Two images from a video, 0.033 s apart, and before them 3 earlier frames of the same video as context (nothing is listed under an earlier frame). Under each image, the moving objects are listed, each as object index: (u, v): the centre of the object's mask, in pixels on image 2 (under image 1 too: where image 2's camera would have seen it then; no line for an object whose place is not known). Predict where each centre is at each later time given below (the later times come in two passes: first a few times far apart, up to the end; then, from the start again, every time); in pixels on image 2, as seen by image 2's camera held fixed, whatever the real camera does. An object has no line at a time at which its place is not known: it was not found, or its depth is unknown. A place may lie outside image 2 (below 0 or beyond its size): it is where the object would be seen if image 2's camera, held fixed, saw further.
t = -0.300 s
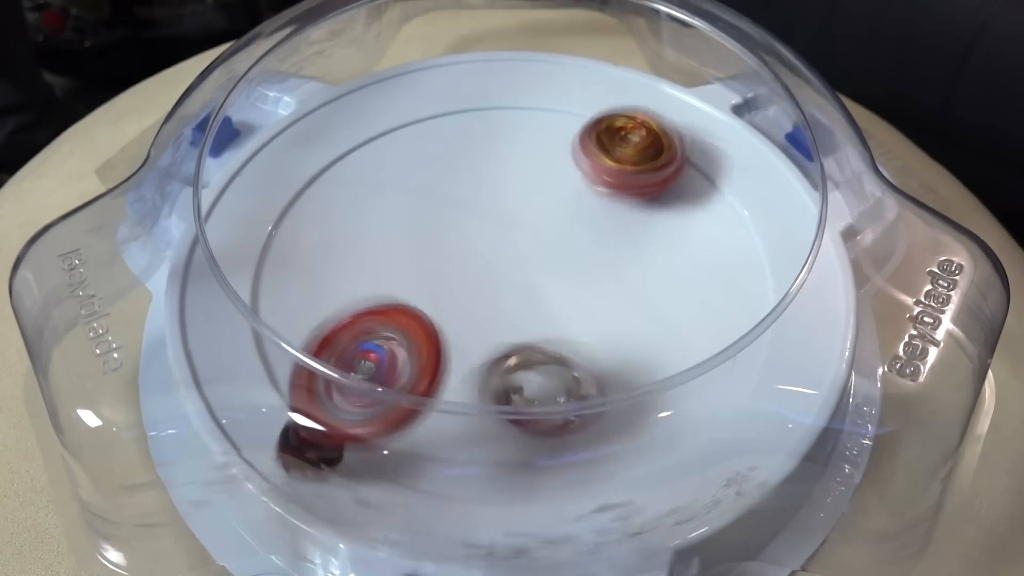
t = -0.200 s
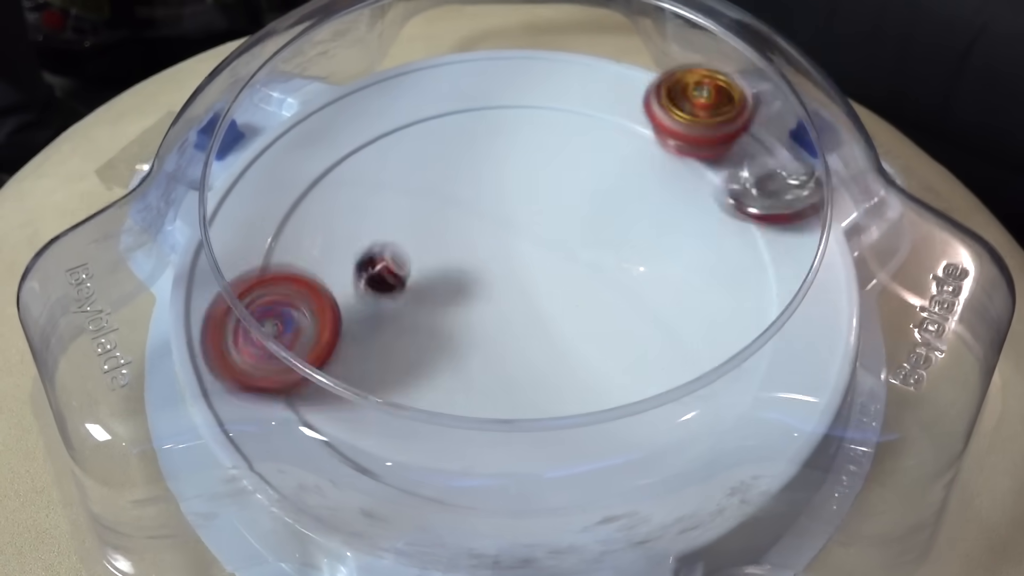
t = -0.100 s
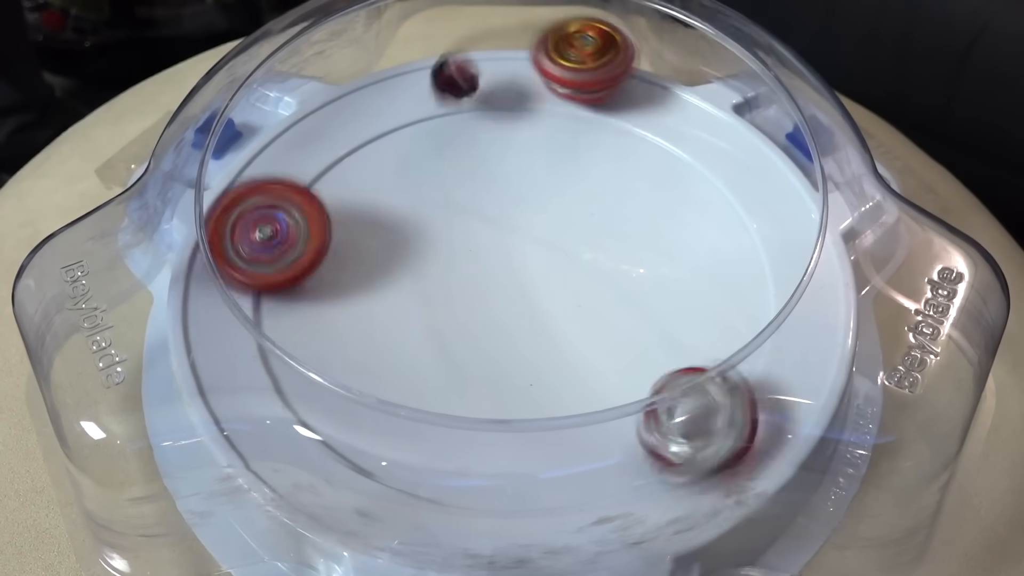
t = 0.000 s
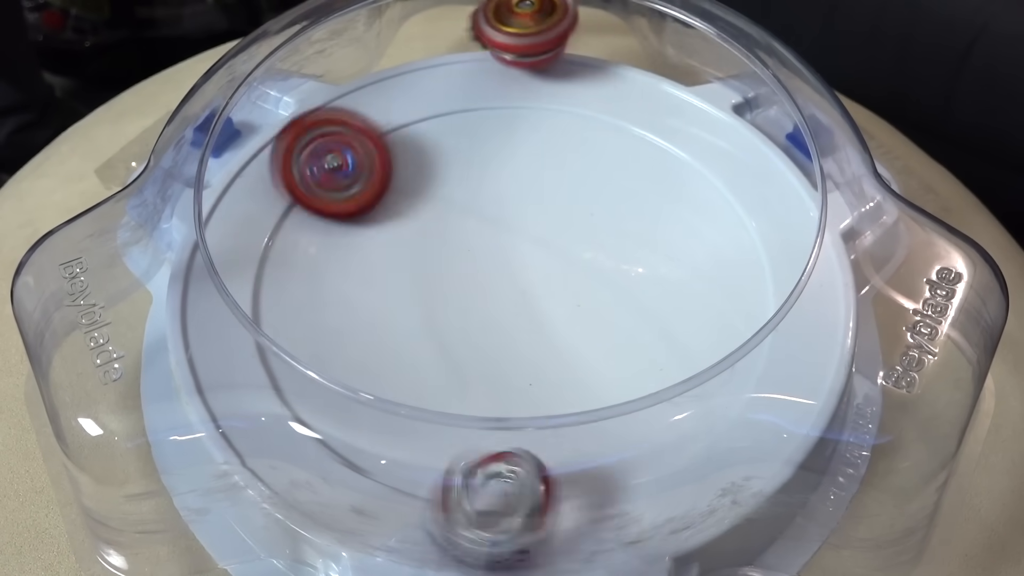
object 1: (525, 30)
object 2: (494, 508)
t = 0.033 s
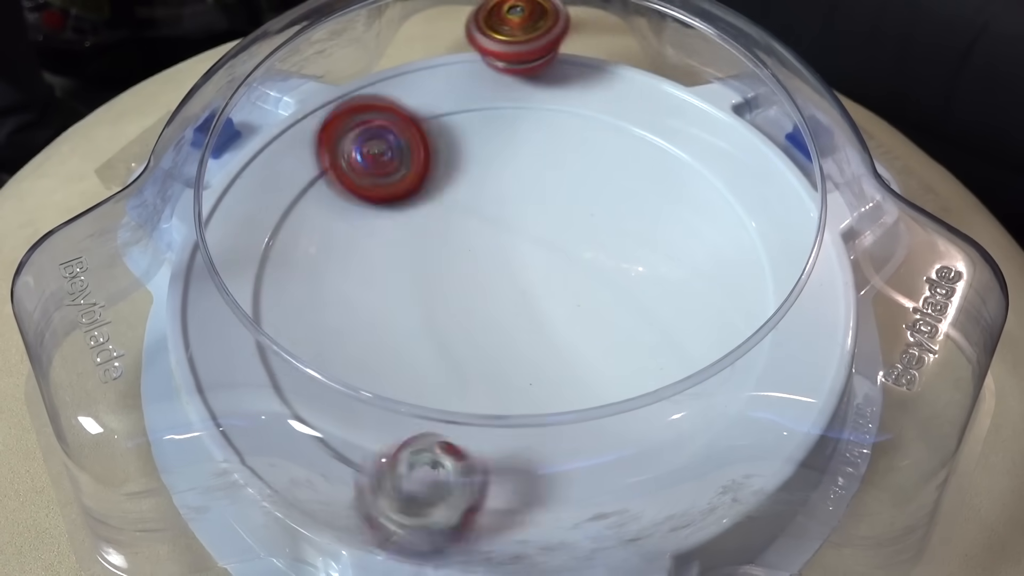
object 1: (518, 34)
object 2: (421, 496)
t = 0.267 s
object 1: (638, 71)
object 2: (285, 232)
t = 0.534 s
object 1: (731, 416)
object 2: (497, 85)
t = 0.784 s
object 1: (213, 321)
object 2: (606, 198)
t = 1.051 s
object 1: (512, 138)
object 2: (602, 237)
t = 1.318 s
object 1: (714, 366)
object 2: (598, 243)
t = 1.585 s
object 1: (291, 255)
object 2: (595, 245)
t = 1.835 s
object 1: (568, 91)
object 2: (594, 246)
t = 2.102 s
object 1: (663, 364)
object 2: (594, 246)
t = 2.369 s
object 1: (261, 252)
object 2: (594, 246)
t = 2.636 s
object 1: (594, 103)
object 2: (593, 246)
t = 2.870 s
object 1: (643, 376)
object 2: (593, 246)
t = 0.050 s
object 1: (515, 37)
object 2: (390, 479)
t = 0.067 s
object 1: (514, 40)
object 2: (359, 470)
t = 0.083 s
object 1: (513, 45)
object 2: (329, 457)
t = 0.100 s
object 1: (515, 46)
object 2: (306, 439)
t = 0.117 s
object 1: (523, 44)
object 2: (288, 418)
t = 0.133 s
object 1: (531, 47)
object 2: (270, 409)
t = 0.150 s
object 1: (541, 49)
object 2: (254, 390)
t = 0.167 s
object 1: (551, 51)
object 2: (255, 361)
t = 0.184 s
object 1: (562, 53)
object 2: (252, 338)
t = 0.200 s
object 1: (574, 55)
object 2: (257, 314)
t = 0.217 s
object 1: (588, 59)
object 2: (267, 289)
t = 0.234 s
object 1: (603, 63)
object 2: (271, 274)
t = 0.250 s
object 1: (620, 66)
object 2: (279, 254)
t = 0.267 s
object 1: (638, 71)
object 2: (285, 232)
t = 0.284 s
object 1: (655, 77)
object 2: (294, 208)
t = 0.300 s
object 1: (674, 88)
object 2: (303, 192)
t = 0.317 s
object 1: (692, 100)
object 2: (311, 177)
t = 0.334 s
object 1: (712, 115)
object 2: (322, 161)
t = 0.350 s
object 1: (731, 132)
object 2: (336, 145)
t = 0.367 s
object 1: (749, 150)
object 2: (348, 133)
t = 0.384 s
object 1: (763, 172)
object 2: (361, 121)
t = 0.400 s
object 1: (772, 195)
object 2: (374, 110)
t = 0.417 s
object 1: (776, 219)
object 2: (387, 100)
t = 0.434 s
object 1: (792, 247)
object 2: (402, 93)
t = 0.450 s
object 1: (795, 275)
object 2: (417, 87)
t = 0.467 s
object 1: (793, 302)
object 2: (434, 84)
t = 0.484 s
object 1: (786, 332)
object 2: (450, 83)
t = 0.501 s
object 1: (773, 361)
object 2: (465, 81)
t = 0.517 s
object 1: (755, 388)
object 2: (481, 82)
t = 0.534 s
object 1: (731, 416)
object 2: (497, 85)
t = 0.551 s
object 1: (704, 444)
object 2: (511, 87)
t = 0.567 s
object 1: (672, 464)
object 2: (524, 91)
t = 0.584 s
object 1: (629, 476)
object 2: (534, 94)
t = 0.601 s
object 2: (545, 98)
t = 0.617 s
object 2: (556, 105)
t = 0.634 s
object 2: (565, 112)
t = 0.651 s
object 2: (573, 122)
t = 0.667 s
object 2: (581, 133)
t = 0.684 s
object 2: (588, 143)
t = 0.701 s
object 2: (593, 154)
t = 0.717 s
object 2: (598, 164)
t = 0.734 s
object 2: (601, 174)
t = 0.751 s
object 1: (250, 387)
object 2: (603, 182)
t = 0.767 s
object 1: (233, 352)
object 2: (605, 191)
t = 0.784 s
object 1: (213, 321)
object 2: (606, 198)
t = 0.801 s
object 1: (197, 291)
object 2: (607, 205)
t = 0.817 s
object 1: (186, 263)
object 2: (609, 212)
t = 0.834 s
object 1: (212, 249)
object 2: (612, 219)
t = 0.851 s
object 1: (249, 236)
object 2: (610, 223)
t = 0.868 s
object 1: (264, 224)
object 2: (608, 226)
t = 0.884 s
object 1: (292, 216)
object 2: (607, 229)
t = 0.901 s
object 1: (317, 201)
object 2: (607, 232)
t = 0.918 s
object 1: (348, 184)
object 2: (606, 233)
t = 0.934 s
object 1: (374, 169)
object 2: (605, 235)
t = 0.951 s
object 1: (391, 160)
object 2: (605, 235)
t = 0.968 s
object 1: (406, 156)
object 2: (605, 235)
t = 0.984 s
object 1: (424, 151)
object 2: (604, 236)
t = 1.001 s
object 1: (443, 147)
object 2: (604, 236)
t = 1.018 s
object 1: (463, 143)
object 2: (603, 236)
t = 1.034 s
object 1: (487, 139)
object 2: (603, 236)
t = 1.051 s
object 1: (512, 138)
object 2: (602, 237)
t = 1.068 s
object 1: (537, 139)
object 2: (602, 237)
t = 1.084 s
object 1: (564, 141)
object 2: (602, 237)
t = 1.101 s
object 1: (590, 146)
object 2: (602, 237)
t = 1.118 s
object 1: (617, 153)
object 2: (601, 238)
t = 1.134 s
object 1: (643, 161)
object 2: (601, 238)
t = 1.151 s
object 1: (668, 172)
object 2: (600, 240)
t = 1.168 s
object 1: (694, 184)
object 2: (599, 242)
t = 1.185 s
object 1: (719, 198)
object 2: (598, 244)
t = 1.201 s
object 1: (741, 213)
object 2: (598, 244)
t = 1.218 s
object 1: (760, 230)
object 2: (597, 244)
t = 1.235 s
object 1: (762, 248)
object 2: (597, 244)
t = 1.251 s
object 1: (753, 268)
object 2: (597, 244)
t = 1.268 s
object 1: (752, 298)
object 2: (597, 244)
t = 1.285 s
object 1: (743, 326)
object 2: (597, 244)
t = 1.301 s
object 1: (731, 347)
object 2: (597, 244)
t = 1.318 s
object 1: (714, 366)
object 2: (598, 243)
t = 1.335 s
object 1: (690, 375)
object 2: (597, 244)
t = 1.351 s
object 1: (662, 390)
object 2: (595, 244)
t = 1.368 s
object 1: (633, 409)
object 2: (595, 245)
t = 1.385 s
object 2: (595, 244)
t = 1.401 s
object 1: (567, 413)
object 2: (595, 245)
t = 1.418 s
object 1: (531, 416)
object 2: (595, 245)
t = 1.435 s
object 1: (495, 414)
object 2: (595, 245)
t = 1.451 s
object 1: (462, 405)
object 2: (595, 245)
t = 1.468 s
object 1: (429, 391)
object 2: (595, 245)
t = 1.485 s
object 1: (399, 376)
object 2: (595, 244)
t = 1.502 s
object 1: (379, 354)
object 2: (595, 245)
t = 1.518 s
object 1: (355, 340)
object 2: (595, 245)
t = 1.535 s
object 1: (332, 321)
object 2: (595, 245)
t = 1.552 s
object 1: (312, 300)
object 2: (595, 245)
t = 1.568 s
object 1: (301, 279)
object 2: (595, 245)
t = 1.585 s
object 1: (291, 255)
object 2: (595, 245)
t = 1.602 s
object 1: (284, 231)
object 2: (595, 245)
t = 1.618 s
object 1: (282, 208)
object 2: (595, 245)
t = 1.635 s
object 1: (284, 185)
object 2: (595, 245)
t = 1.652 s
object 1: (291, 163)
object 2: (595, 245)
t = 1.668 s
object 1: (312, 147)
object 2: (595, 245)
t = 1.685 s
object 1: (335, 135)
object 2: (595, 245)
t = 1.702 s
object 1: (355, 122)
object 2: (595, 245)
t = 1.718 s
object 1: (375, 108)
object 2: (595, 245)
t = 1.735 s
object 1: (402, 100)
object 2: (595, 245)
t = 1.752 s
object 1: (428, 95)
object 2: (595, 245)
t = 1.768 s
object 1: (455, 89)
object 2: (595, 245)
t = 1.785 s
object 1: (481, 83)
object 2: (595, 245)
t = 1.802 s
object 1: (510, 82)
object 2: (595, 245)
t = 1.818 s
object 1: (540, 84)
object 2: (595, 245)
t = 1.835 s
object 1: (568, 91)
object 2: (594, 246)
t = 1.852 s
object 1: (595, 99)
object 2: (594, 245)
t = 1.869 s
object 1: (622, 107)
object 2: (594, 246)
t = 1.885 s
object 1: (646, 117)
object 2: (594, 246)
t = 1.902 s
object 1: (669, 127)
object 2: (594, 245)
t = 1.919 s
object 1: (690, 145)
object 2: (594, 245)
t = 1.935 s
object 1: (707, 162)
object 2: (594, 246)
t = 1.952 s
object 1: (721, 182)
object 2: (594, 246)
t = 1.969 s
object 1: (731, 202)
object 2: (594, 246)
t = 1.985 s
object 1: (737, 224)
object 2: (594, 246)
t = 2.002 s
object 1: (740, 245)
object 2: (594, 246)
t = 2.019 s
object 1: (738, 267)
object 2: (594, 246)
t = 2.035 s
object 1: (730, 287)
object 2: (594, 246)
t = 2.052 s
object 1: (716, 306)
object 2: (594, 245)
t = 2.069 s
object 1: (701, 323)
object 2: (594, 245)
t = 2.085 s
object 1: (687, 347)
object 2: (594, 245)
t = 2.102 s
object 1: (663, 364)
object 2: (594, 246)
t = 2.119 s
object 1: (639, 380)
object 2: (594, 246)
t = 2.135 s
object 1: (608, 393)
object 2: (594, 246)
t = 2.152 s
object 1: (577, 403)
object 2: (594, 246)
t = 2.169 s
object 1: (543, 411)
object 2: (594, 245)
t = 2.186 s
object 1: (508, 413)
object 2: (594, 245)
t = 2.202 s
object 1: (471, 414)
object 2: (594, 246)
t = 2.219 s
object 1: (435, 409)
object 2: (594, 246)
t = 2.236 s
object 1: (401, 400)
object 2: (594, 246)
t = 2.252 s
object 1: (368, 390)
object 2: (594, 246)
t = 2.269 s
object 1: (339, 374)
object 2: (594, 246)
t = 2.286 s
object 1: (312, 359)
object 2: (594, 246)
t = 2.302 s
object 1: (287, 339)
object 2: (594, 246)
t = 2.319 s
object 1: (267, 318)
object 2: (594, 245)
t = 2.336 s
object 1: (253, 295)
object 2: (594, 246)
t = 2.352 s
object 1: (255, 271)
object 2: (594, 246)
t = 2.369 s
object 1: (261, 252)
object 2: (594, 246)
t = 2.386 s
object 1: (264, 230)
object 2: (594, 246)
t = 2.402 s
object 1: (272, 208)
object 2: (593, 246)
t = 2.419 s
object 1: (287, 188)
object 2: (594, 246)
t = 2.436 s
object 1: (302, 169)
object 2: (593, 246)
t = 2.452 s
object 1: (320, 152)
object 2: (593, 246)
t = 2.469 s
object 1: (339, 136)
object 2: (593, 246)
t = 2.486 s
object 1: (362, 123)
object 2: (593, 246)
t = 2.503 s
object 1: (386, 112)
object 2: (593, 246)
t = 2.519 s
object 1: (410, 102)
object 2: (593, 246)
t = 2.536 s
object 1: (435, 94)
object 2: (593, 246)
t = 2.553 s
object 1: (463, 91)
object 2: (593, 246)
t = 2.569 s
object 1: (491, 89)
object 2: (593, 246)
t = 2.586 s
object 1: (518, 88)
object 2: (593, 246)
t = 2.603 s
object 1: (545, 91)
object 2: (593, 246)
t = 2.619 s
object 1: (570, 96)
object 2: (593, 246)
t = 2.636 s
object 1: (594, 103)
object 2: (593, 246)
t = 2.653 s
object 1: (616, 113)
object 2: (593, 246)
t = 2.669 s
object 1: (635, 125)
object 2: (593, 246)
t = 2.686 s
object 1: (655, 140)
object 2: (593, 246)
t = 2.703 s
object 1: (671, 157)
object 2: (593, 246)
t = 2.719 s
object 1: (685, 176)
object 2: (593, 246)
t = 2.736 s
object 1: (695, 197)
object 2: (593, 246)
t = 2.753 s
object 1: (702, 217)
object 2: (593, 246)
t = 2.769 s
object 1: (706, 239)
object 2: (593, 246)
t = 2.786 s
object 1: (707, 261)
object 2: (593, 246)
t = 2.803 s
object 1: (701, 284)
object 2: (593, 246)
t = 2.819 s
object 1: (692, 308)
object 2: (593, 246)
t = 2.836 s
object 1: (678, 328)
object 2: (593, 246)
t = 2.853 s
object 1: (663, 353)
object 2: (593, 246)
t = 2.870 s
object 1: (643, 376)
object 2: (593, 246)
